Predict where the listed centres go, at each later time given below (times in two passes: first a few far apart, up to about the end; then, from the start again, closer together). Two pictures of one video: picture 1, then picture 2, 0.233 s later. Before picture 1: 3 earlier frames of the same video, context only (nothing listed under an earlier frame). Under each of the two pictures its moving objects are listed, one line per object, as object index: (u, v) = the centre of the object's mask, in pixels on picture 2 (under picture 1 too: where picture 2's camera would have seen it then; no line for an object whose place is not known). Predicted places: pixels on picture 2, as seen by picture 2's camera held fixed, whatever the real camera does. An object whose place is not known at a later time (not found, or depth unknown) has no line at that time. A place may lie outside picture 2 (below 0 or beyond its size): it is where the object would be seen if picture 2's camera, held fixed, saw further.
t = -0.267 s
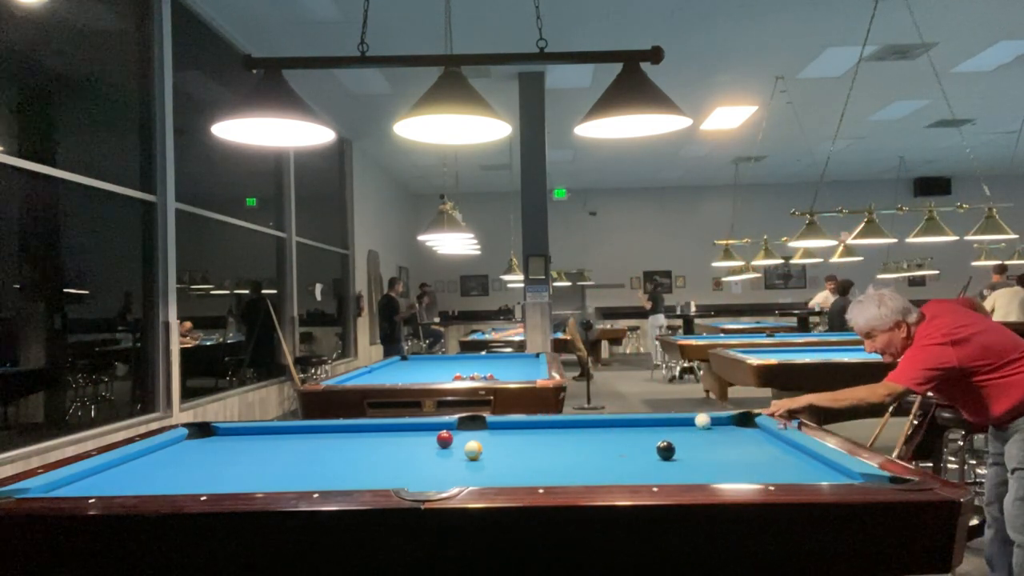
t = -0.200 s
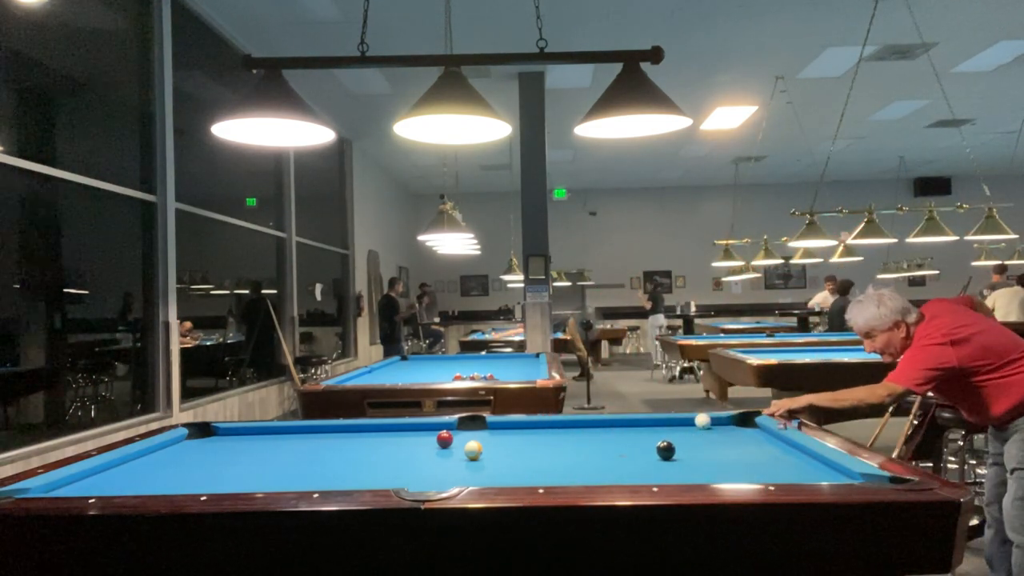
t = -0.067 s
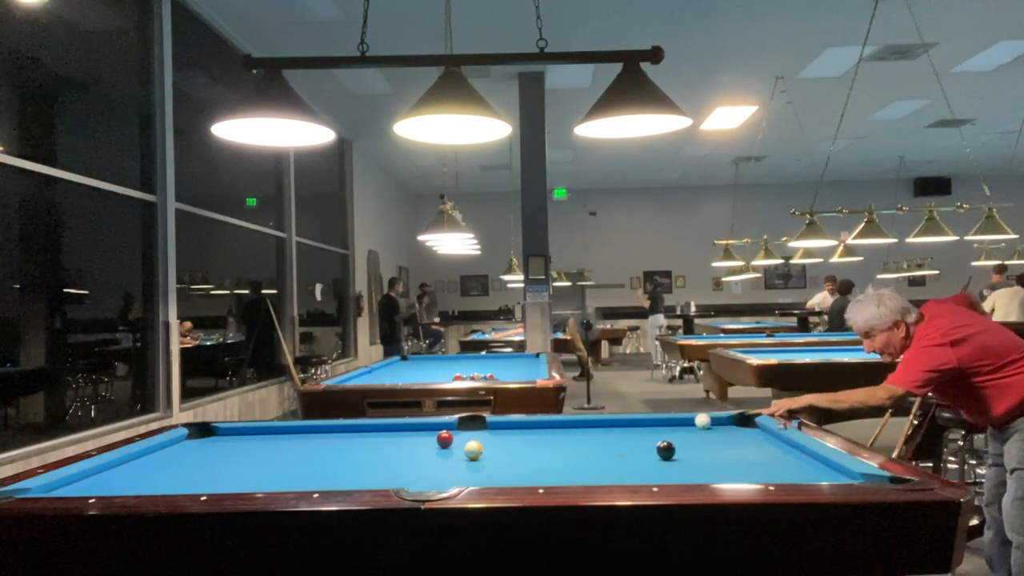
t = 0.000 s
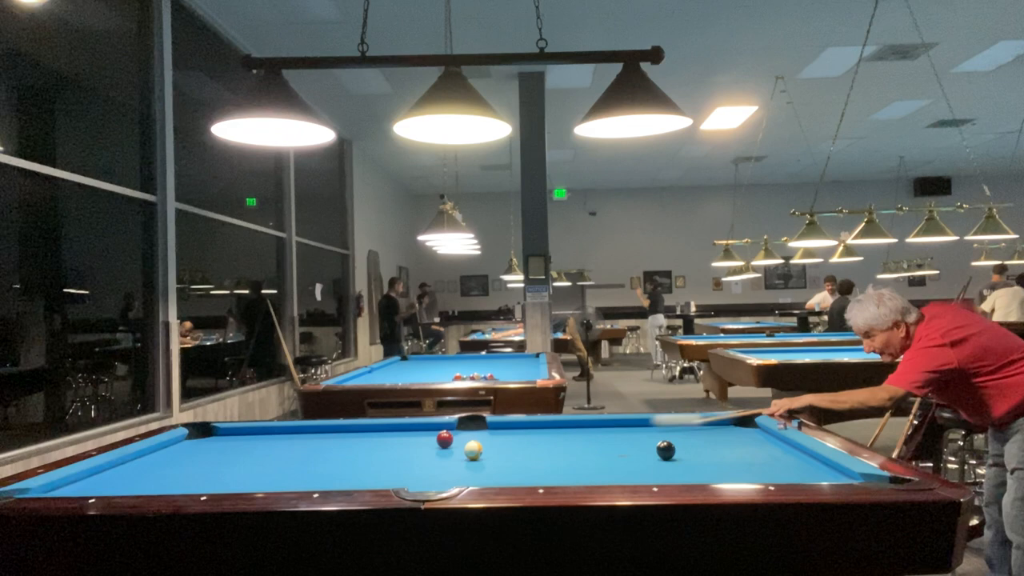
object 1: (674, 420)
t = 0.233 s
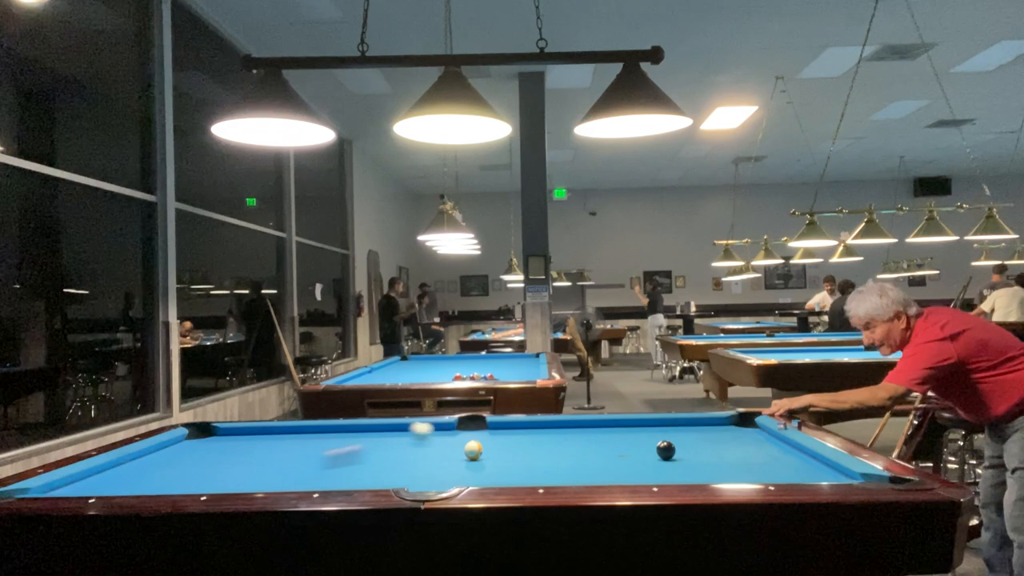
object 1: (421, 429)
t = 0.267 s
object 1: (408, 427)
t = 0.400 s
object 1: (357, 429)
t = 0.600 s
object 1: (274, 438)
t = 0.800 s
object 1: (183, 448)
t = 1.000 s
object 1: (153, 459)
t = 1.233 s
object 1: (177, 474)
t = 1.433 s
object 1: (202, 484)
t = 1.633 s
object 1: (265, 479)
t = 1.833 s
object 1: (328, 473)
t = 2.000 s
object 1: (376, 465)
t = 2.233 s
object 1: (436, 456)
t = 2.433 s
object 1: (481, 446)
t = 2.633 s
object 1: (522, 442)
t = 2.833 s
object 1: (560, 437)
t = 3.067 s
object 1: (598, 430)
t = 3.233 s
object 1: (623, 427)
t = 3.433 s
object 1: (652, 423)
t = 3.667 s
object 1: (678, 422)
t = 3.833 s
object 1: (693, 422)
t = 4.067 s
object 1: (714, 424)
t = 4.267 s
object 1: (730, 426)
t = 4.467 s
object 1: (746, 427)
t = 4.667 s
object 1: (757, 429)
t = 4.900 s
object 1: (752, 430)
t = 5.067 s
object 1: (748, 430)
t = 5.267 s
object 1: (745, 431)
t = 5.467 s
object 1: (742, 432)
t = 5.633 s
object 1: (740, 432)
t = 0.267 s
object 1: (408, 427)
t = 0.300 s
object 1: (395, 426)
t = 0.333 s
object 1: (382, 426)
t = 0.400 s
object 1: (357, 429)
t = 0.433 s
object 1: (343, 430)
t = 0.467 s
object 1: (330, 431)
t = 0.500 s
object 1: (317, 432)
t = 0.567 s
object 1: (288, 436)
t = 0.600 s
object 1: (274, 438)
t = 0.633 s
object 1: (260, 439)
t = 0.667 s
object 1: (245, 441)
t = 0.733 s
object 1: (215, 444)
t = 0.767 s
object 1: (198, 444)
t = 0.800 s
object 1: (183, 448)
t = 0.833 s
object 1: (167, 450)
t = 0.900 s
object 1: (144, 454)
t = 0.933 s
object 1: (148, 456)
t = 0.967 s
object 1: (150, 458)
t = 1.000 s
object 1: (153, 459)
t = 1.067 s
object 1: (160, 464)
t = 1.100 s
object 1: (163, 466)
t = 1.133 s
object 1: (166, 468)
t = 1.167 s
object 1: (170, 470)
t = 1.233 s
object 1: (177, 474)
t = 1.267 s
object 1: (180, 476)
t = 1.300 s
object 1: (184, 478)
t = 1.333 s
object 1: (189, 479)
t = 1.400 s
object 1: (197, 483)
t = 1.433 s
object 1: (202, 484)
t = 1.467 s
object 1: (206, 486)
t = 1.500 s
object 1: (217, 485)
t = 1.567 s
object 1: (242, 482)
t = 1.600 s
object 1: (254, 481)
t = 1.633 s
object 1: (265, 479)
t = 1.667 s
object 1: (277, 477)
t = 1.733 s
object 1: (298, 475)
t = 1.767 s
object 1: (309, 474)
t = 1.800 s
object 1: (319, 474)
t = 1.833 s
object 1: (328, 473)
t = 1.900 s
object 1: (348, 469)
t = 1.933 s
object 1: (358, 468)
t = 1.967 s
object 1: (367, 466)
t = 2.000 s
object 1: (376, 465)
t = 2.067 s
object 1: (394, 462)
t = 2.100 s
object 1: (403, 461)
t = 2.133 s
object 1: (411, 459)
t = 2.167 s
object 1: (420, 458)
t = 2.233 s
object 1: (436, 456)
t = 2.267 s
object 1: (444, 455)
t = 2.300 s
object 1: (451, 453)
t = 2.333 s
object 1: (459, 452)
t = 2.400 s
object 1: (473, 449)
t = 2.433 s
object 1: (481, 446)
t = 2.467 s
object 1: (489, 445)
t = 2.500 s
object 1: (495, 445)
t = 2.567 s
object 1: (509, 445)
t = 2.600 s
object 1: (516, 443)
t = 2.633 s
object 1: (522, 442)
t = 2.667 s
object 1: (529, 441)
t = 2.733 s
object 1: (541, 439)
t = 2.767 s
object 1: (547, 439)
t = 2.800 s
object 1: (553, 438)
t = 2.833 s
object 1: (560, 437)
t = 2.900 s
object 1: (572, 435)
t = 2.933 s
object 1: (577, 434)
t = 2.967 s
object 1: (582, 433)
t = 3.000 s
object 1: (588, 432)
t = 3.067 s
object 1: (598, 430)
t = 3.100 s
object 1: (604, 430)
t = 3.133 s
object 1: (609, 429)
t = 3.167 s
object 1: (614, 428)
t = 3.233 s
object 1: (623, 427)
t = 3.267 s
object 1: (629, 426)
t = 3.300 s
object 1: (634, 425)
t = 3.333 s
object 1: (638, 424)
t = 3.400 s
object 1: (647, 423)
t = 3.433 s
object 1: (652, 423)
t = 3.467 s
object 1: (657, 422)
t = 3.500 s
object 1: (662, 421)
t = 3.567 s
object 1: (669, 421)
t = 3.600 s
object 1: (672, 421)
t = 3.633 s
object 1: (675, 421)
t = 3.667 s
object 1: (678, 422)
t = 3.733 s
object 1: (684, 422)
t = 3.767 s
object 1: (687, 422)
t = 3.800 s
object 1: (689, 422)
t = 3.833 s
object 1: (693, 422)
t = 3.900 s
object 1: (699, 423)
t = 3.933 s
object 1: (702, 423)
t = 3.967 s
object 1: (705, 423)
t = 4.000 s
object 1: (707, 424)
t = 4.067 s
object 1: (714, 424)
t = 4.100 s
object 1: (716, 425)
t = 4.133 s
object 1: (719, 425)
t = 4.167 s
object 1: (722, 425)
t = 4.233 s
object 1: (728, 425)
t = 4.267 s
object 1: (730, 426)
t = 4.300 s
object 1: (732, 426)
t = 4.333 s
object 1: (736, 426)
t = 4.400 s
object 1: (740, 426)
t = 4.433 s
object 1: (744, 427)
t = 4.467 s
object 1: (746, 427)
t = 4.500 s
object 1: (749, 428)
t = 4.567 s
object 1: (753, 428)
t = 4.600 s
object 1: (757, 428)
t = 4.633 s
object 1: (758, 428)
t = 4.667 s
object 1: (757, 429)
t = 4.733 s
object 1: (756, 429)
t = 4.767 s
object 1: (755, 429)
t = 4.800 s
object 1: (755, 429)
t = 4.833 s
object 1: (753, 430)
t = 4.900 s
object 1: (752, 430)
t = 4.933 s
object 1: (751, 430)
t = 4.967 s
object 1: (750, 430)
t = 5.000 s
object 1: (750, 430)
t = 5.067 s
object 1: (748, 430)
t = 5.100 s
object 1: (747, 430)
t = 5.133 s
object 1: (747, 430)
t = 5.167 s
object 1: (746, 430)
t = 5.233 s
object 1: (745, 430)
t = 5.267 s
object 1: (745, 431)
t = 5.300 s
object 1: (744, 431)
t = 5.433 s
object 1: (742, 431)
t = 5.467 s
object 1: (742, 432)
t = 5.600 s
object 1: (741, 432)
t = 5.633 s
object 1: (740, 432)
